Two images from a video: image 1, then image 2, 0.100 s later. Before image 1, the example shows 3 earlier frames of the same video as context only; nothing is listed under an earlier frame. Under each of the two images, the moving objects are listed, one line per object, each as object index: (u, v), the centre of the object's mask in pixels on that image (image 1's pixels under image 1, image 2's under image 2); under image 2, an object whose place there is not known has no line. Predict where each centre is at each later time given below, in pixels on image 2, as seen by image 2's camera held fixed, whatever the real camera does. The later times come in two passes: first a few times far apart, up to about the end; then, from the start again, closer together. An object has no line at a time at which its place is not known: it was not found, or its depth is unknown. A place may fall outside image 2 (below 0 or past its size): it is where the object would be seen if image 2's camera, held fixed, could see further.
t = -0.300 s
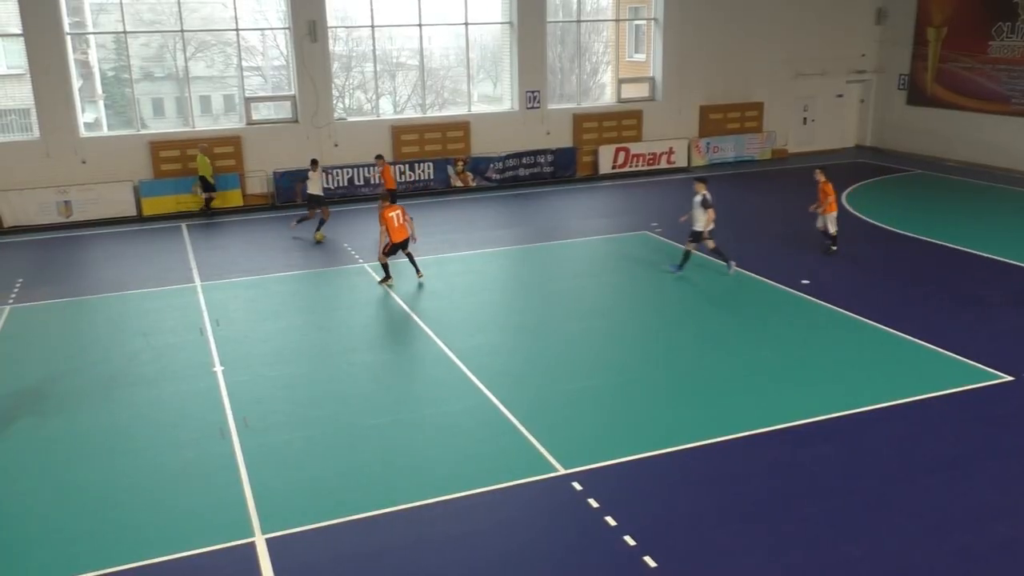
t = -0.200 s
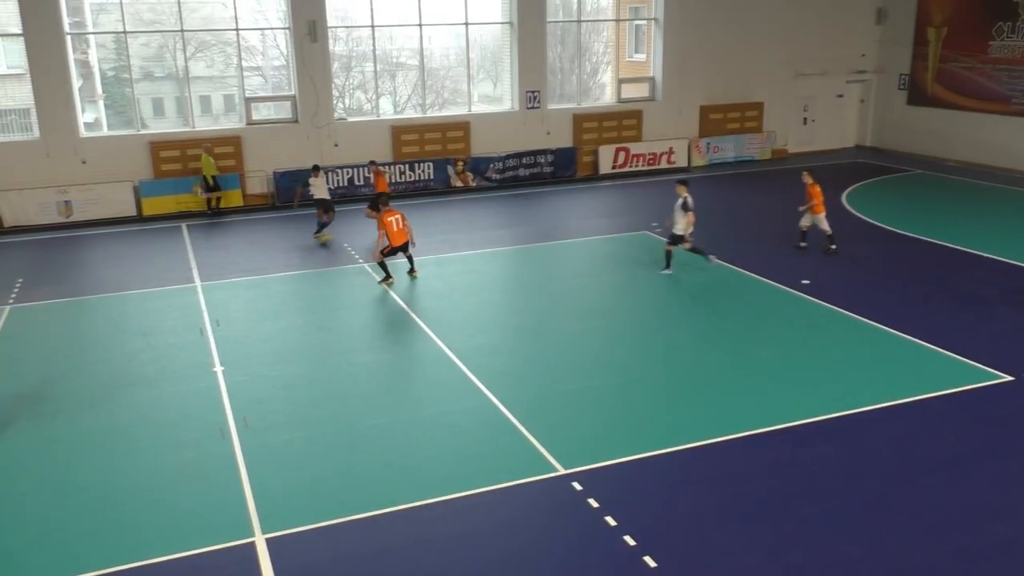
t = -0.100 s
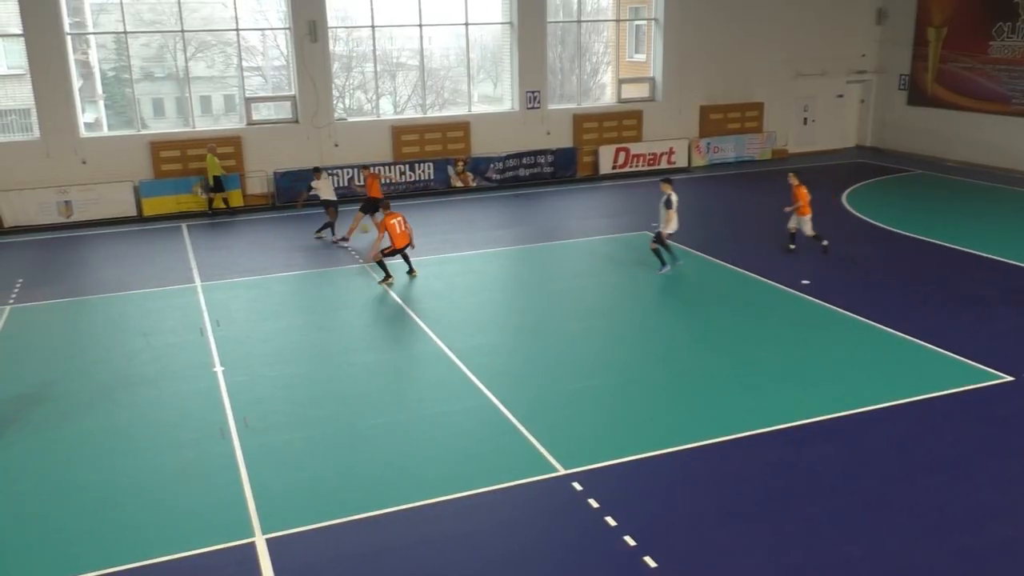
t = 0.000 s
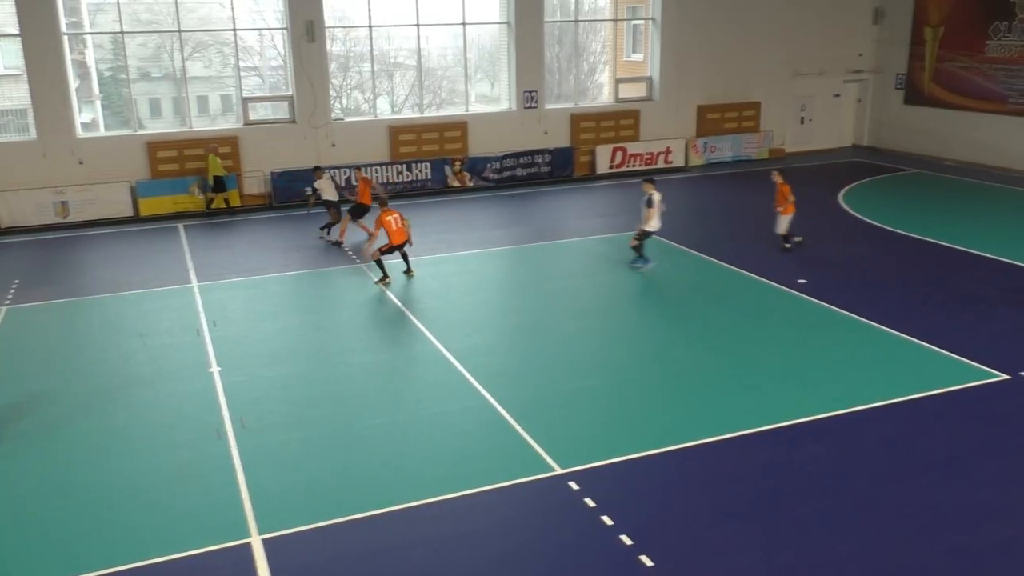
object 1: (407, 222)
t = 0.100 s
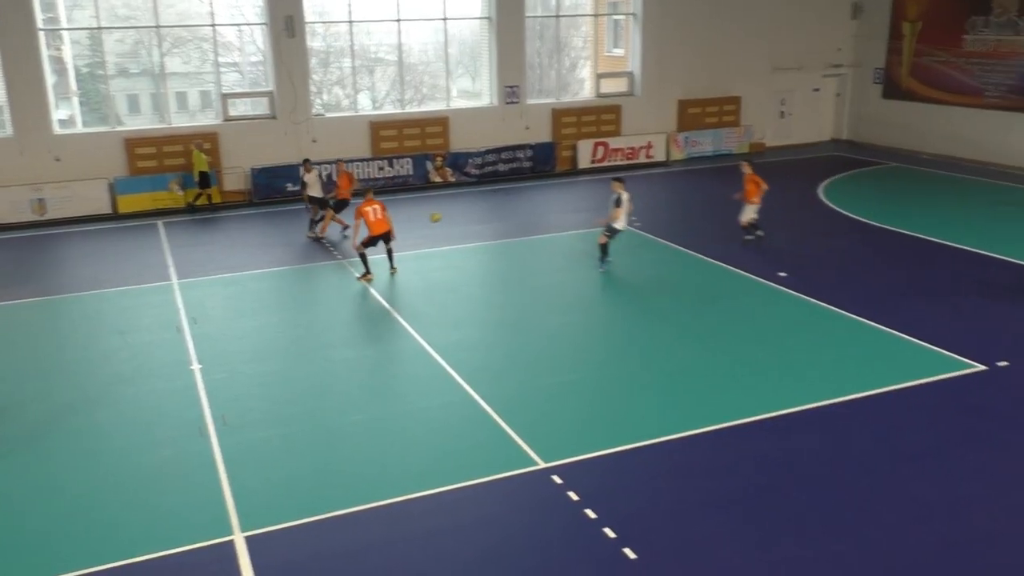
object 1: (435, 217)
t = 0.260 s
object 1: (519, 227)
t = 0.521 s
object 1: (673, 274)
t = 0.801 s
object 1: (824, 308)
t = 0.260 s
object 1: (519, 227)
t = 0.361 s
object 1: (576, 239)
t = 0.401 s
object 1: (599, 246)
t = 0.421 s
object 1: (610, 250)
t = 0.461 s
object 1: (636, 259)
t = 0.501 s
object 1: (661, 269)
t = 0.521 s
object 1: (673, 274)
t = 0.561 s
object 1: (699, 286)
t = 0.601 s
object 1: (726, 299)
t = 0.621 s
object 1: (740, 307)
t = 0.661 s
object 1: (761, 312)
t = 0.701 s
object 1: (779, 310)
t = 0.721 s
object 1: (788, 309)
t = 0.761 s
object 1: (806, 308)
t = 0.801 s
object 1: (824, 308)
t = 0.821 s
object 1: (834, 309)
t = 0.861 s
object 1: (853, 311)
